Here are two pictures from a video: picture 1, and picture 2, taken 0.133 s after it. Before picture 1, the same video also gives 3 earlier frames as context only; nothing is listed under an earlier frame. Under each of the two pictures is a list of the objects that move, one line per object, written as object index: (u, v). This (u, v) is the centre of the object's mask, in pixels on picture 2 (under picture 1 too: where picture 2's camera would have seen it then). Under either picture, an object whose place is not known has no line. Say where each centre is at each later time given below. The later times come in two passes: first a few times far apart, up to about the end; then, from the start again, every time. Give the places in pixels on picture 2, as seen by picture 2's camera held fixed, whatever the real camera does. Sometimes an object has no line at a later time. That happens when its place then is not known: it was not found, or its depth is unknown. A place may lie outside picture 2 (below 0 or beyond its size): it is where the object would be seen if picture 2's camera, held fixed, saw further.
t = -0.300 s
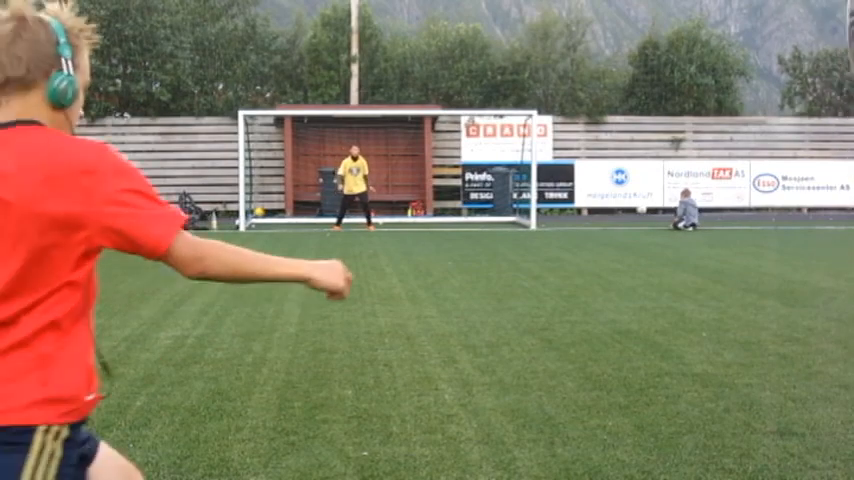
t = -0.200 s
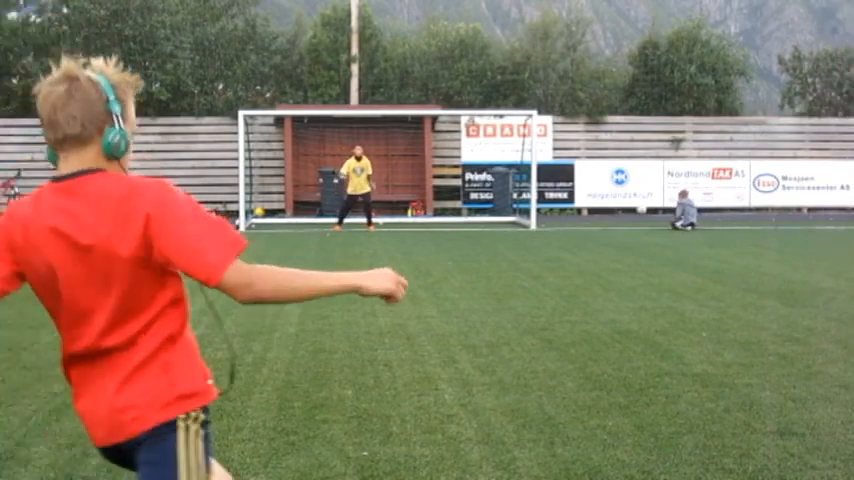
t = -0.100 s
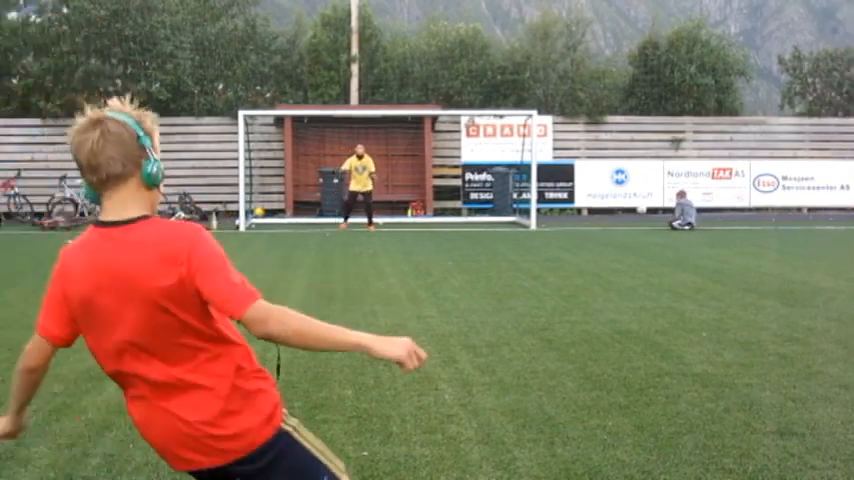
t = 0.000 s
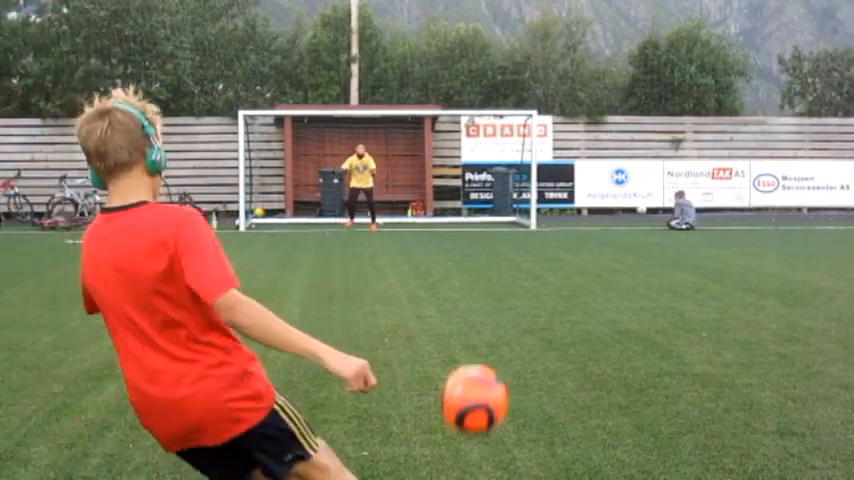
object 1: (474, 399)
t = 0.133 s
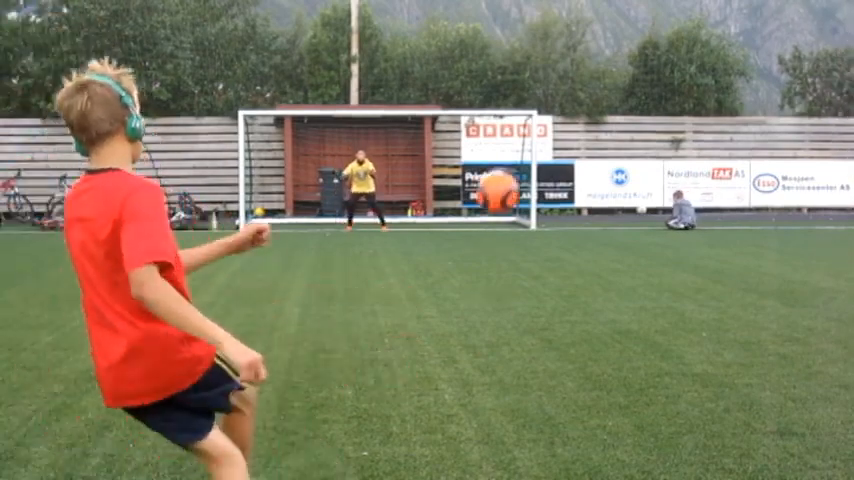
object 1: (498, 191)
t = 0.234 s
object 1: (506, 128)
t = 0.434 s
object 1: (517, 78)
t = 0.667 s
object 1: (525, 83)
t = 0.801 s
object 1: (526, 101)
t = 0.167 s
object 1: (501, 167)
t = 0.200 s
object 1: (504, 145)
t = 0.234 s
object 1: (506, 128)
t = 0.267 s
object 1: (509, 113)
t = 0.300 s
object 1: (511, 102)
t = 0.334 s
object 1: (513, 94)
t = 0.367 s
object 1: (515, 88)
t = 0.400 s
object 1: (516, 83)
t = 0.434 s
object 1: (517, 78)
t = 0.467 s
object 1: (519, 77)
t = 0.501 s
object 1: (520, 76)
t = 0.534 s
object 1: (521, 76)
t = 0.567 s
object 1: (523, 76)
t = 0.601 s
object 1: (524, 78)
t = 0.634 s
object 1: (524, 80)
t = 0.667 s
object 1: (525, 83)
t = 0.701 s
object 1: (525, 87)
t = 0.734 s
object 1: (526, 91)
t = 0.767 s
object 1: (526, 96)
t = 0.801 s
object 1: (526, 101)
